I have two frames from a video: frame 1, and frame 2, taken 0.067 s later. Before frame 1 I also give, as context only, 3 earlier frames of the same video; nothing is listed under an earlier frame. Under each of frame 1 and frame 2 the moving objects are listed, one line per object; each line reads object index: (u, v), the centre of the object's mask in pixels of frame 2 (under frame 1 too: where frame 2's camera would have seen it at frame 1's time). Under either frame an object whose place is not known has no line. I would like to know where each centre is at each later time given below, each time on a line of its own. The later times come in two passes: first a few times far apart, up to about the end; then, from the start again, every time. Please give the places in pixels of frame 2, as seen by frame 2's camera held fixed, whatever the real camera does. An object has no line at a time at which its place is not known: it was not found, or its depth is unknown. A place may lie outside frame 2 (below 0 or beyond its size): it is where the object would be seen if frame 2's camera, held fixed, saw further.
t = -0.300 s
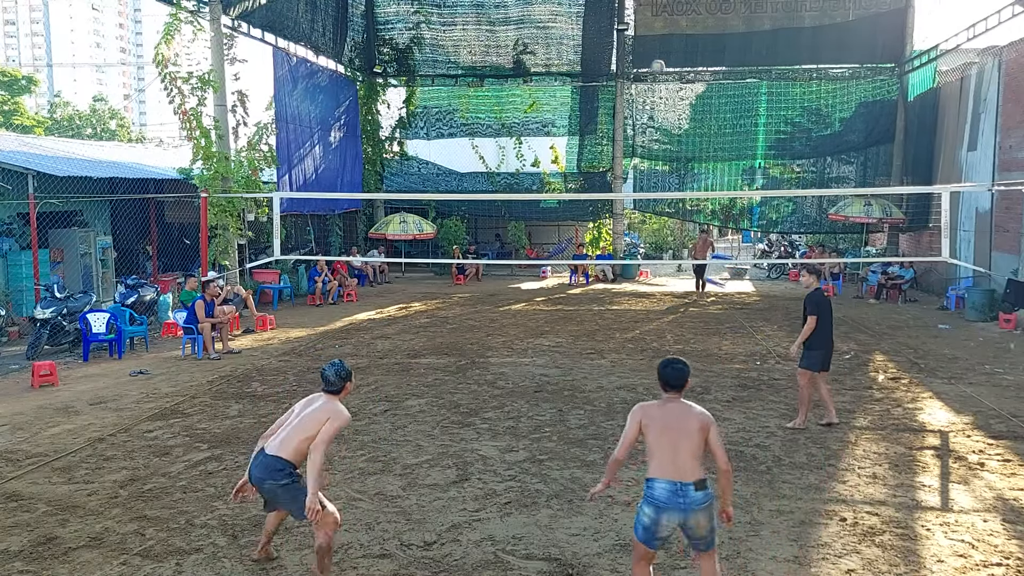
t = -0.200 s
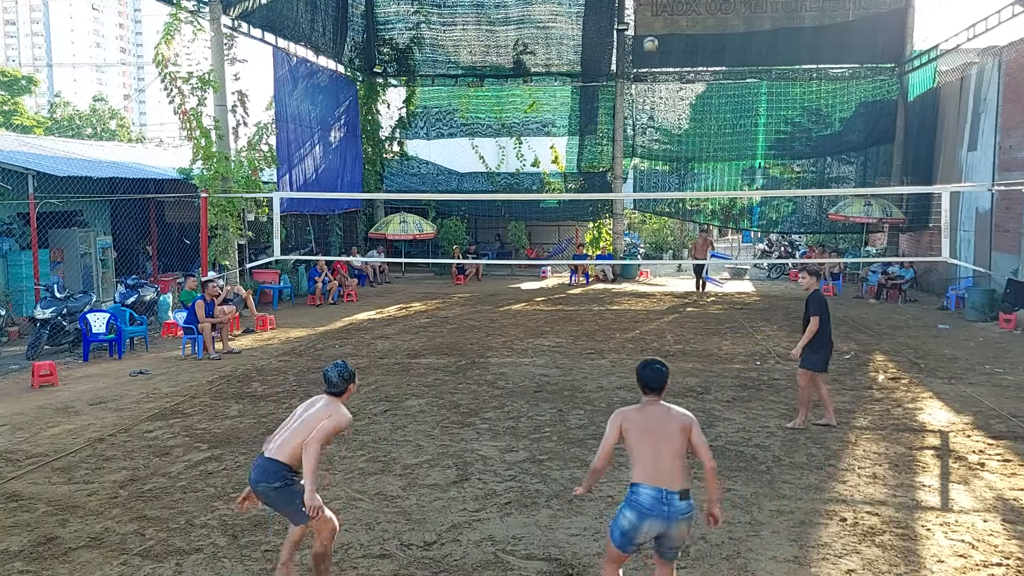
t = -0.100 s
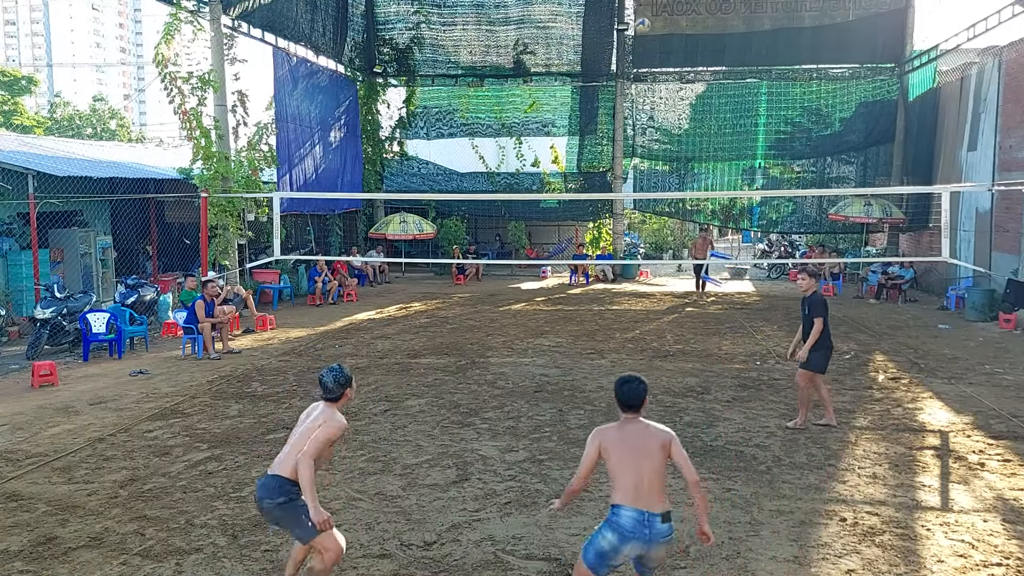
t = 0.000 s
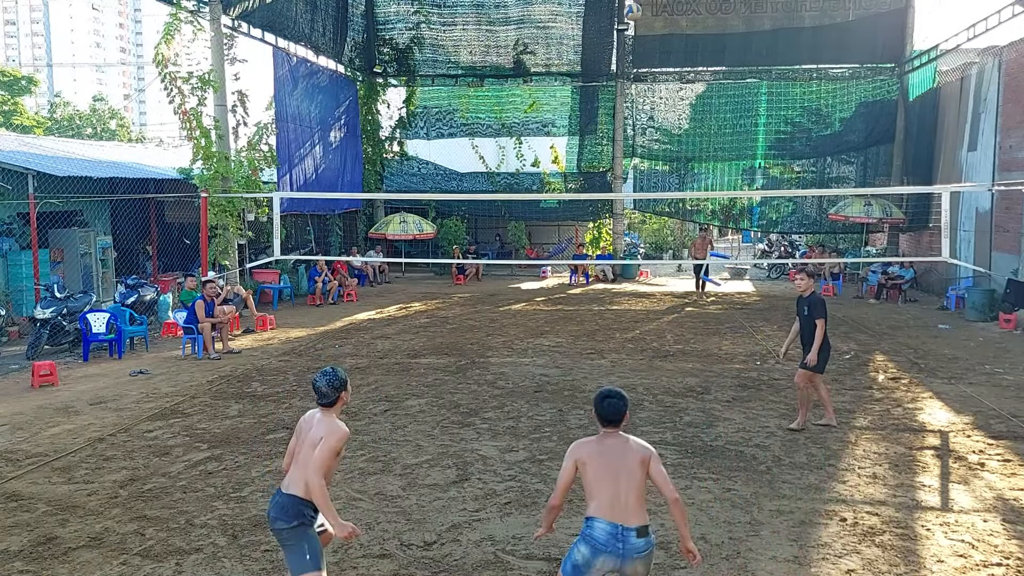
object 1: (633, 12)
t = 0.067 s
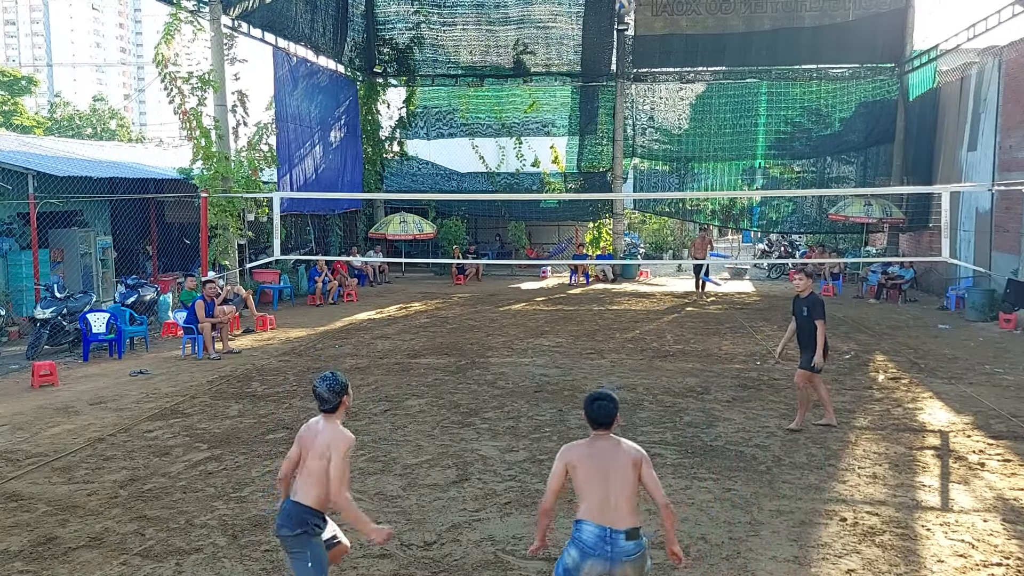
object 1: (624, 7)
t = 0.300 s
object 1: (590, 10)
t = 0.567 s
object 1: (530, 113)
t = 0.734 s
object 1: (461, 287)
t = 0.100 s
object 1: (621, 5)
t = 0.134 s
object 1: (615, 5)
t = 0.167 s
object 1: (611, 6)
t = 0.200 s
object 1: (606, 6)
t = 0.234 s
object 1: (601, 7)
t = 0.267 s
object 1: (595, 8)
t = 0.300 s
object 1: (590, 10)
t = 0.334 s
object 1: (584, 15)
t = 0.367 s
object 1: (579, 22)
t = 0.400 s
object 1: (572, 31)
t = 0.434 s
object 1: (565, 43)
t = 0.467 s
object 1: (557, 56)
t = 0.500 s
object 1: (549, 72)
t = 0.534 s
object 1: (540, 90)
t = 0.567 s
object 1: (530, 113)
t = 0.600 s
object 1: (520, 136)
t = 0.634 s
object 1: (506, 168)
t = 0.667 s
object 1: (493, 203)
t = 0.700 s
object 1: (479, 239)
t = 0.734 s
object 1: (461, 287)
